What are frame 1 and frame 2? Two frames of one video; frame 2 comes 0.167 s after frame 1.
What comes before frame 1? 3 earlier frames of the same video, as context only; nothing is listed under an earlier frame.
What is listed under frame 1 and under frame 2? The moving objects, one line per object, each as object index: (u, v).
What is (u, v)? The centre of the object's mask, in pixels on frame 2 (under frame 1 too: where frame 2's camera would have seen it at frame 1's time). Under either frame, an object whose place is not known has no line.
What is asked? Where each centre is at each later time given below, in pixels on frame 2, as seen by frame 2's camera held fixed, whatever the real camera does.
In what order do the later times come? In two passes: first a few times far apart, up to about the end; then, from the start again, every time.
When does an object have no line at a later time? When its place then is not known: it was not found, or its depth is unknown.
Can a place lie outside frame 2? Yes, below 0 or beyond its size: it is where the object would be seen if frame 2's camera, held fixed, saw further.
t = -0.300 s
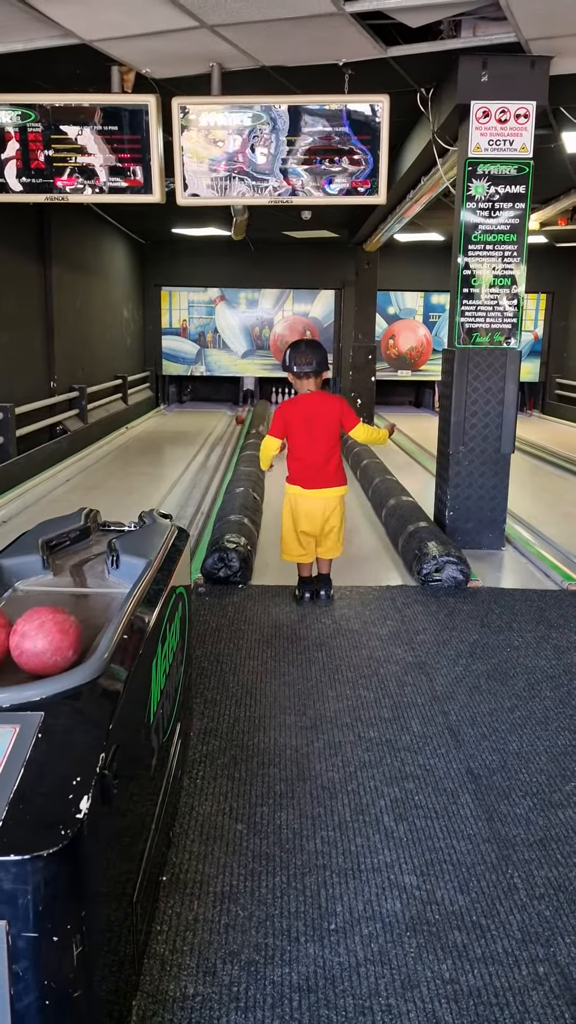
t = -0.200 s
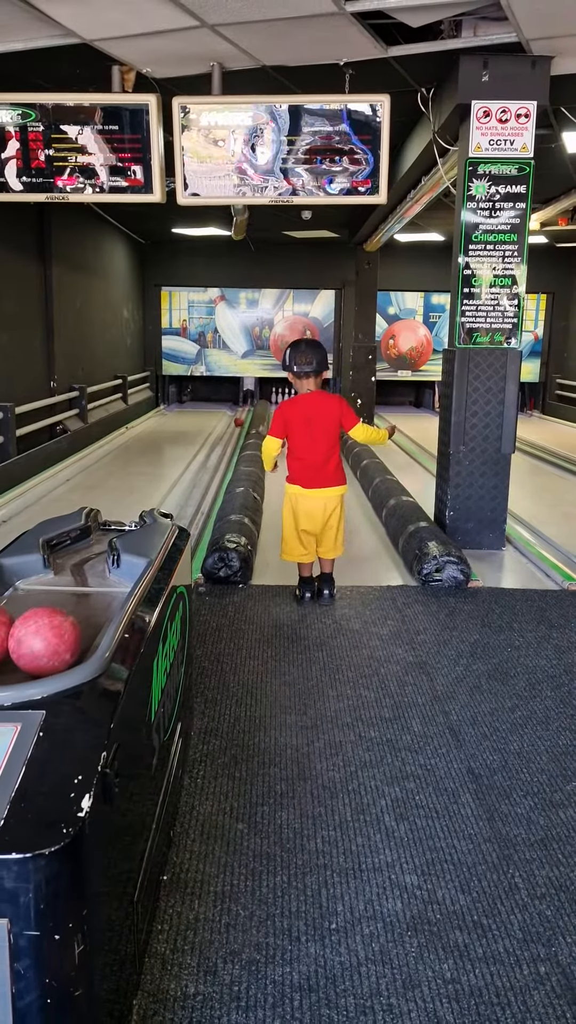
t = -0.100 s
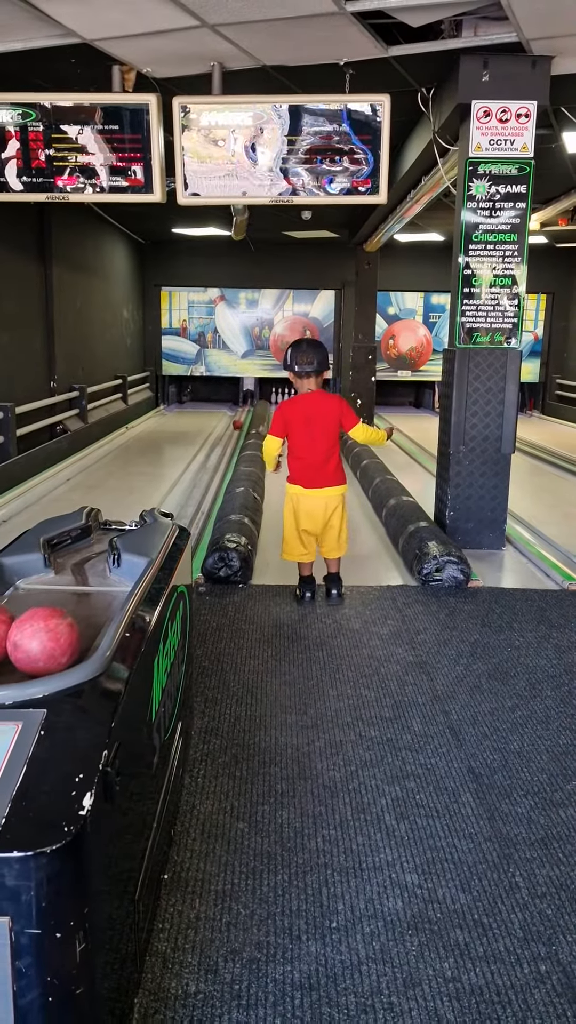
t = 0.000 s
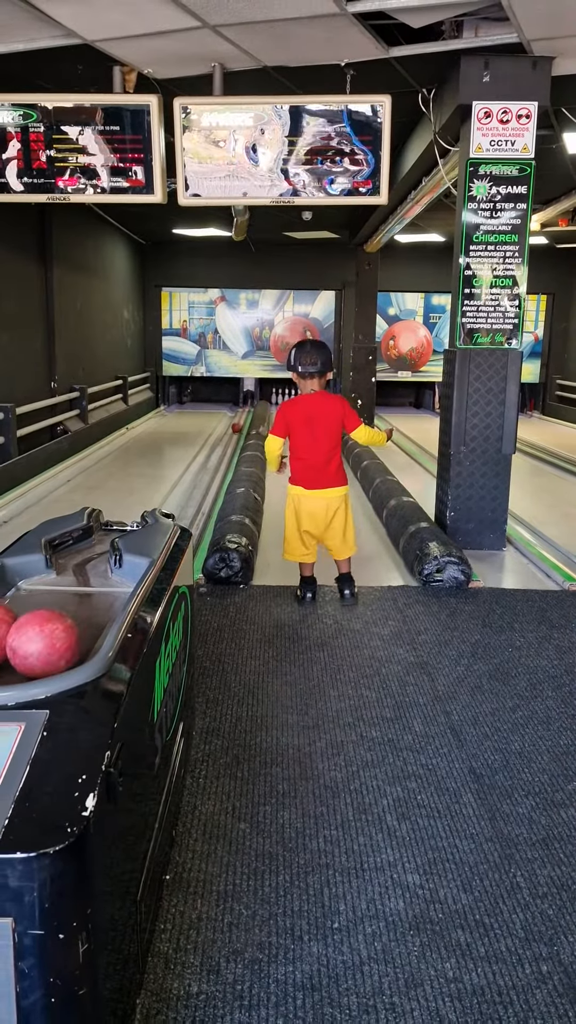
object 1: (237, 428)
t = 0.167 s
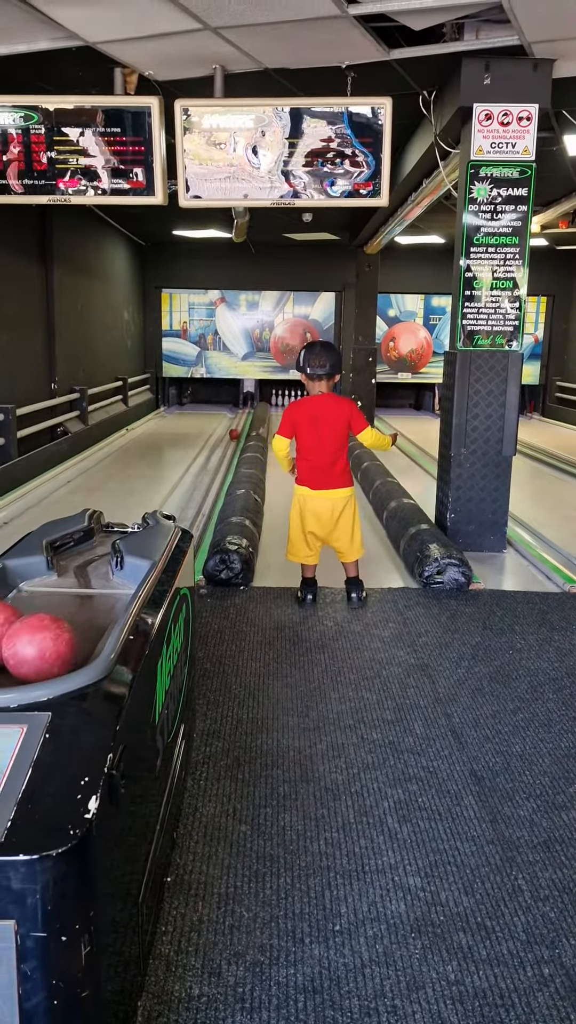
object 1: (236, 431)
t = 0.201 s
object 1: (235, 433)
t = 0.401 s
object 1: (232, 439)
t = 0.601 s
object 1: (229, 447)
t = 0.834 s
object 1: (223, 460)
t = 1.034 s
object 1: (217, 472)
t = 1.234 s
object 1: (212, 485)
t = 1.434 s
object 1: (204, 502)
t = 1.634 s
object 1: (194, 523)
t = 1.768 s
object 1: (195, 537)
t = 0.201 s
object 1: (235, 433)
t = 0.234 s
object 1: (235, 434)
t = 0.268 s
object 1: (234, 435)
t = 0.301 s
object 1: (234, 436)
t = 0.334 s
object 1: (233, 437)
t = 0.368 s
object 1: (233, 439)
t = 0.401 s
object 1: (232, 439)
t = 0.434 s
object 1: (232, 441)
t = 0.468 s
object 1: (231, 442)
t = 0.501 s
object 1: (231, 443)
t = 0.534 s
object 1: (230, 444)
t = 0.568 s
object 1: (229, 446)
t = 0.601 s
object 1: (229, 447)
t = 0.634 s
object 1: (228, 449)
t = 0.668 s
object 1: (228, 450)
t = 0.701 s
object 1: (226, 454)
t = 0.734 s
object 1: (225, 456)
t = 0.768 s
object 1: (224, 457)
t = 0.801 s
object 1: (223, 459)
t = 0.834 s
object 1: (223, 460)
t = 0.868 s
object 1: (222, 462)
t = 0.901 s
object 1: (221, 464)
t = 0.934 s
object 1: (220, 466)
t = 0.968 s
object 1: (219, 468)
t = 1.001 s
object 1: (219, 470)
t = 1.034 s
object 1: (217, 472)
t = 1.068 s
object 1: (217, 474)
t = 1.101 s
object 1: (216, 476)
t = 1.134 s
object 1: (215, 478)
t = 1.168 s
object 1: (214, 481)
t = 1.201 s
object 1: (213, 483)
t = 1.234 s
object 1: (212, 485)
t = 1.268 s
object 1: (210, 488)
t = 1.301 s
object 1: (209, 490)
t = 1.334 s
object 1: (208, 493)
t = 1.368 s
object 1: (206, 496)
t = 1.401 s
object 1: (205, 499)
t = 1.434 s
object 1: (204, 502)
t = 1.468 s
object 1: (202, 505)
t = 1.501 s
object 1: (201, 508)
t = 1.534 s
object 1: (199, 512)
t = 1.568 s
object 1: (197, 516)
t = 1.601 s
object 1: (196, 519)
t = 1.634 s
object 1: (194, 523)
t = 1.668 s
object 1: (193, 526)
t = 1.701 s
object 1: (193, 529)
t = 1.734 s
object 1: (193, 531)
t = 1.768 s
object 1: (195, 537)
